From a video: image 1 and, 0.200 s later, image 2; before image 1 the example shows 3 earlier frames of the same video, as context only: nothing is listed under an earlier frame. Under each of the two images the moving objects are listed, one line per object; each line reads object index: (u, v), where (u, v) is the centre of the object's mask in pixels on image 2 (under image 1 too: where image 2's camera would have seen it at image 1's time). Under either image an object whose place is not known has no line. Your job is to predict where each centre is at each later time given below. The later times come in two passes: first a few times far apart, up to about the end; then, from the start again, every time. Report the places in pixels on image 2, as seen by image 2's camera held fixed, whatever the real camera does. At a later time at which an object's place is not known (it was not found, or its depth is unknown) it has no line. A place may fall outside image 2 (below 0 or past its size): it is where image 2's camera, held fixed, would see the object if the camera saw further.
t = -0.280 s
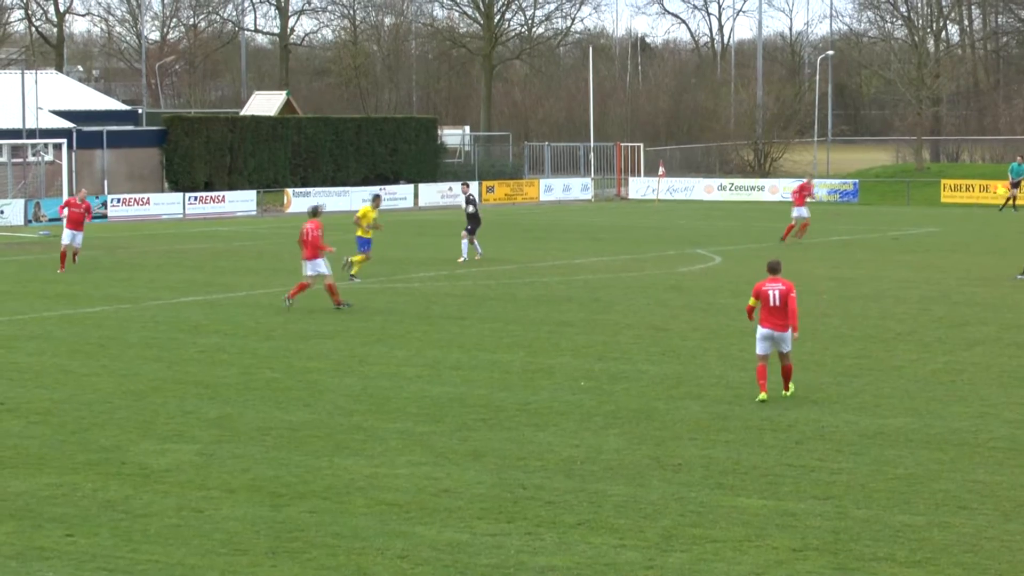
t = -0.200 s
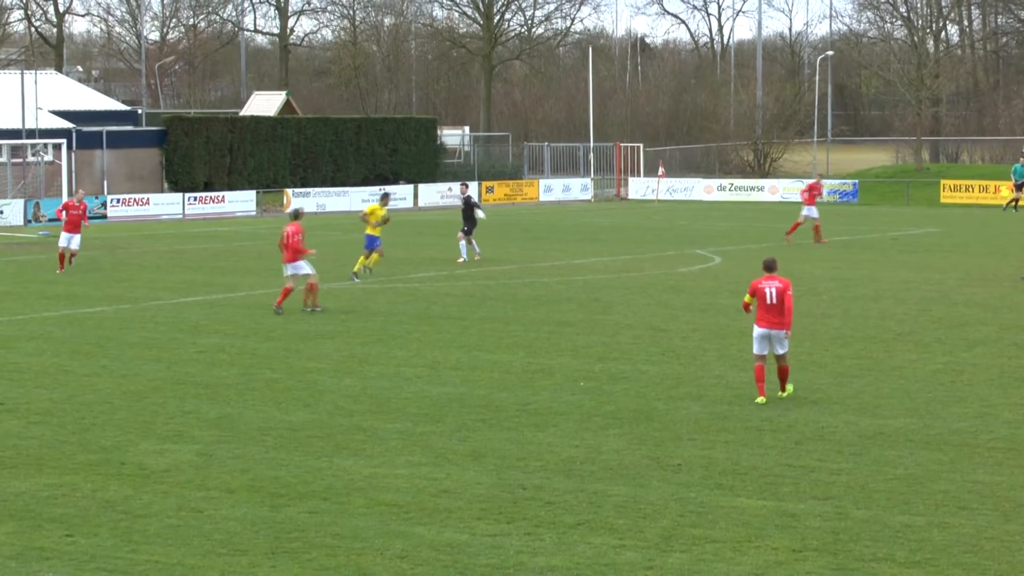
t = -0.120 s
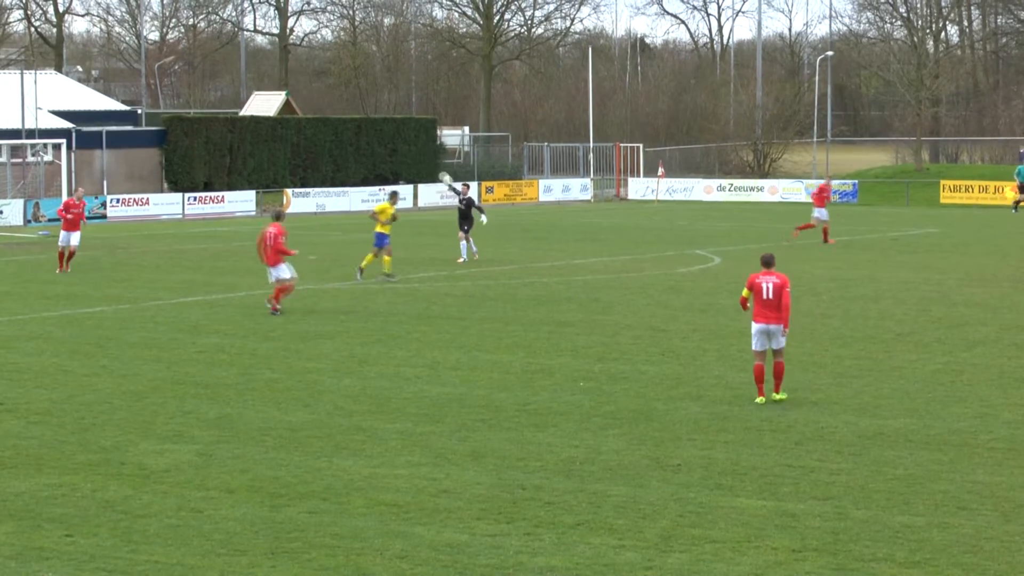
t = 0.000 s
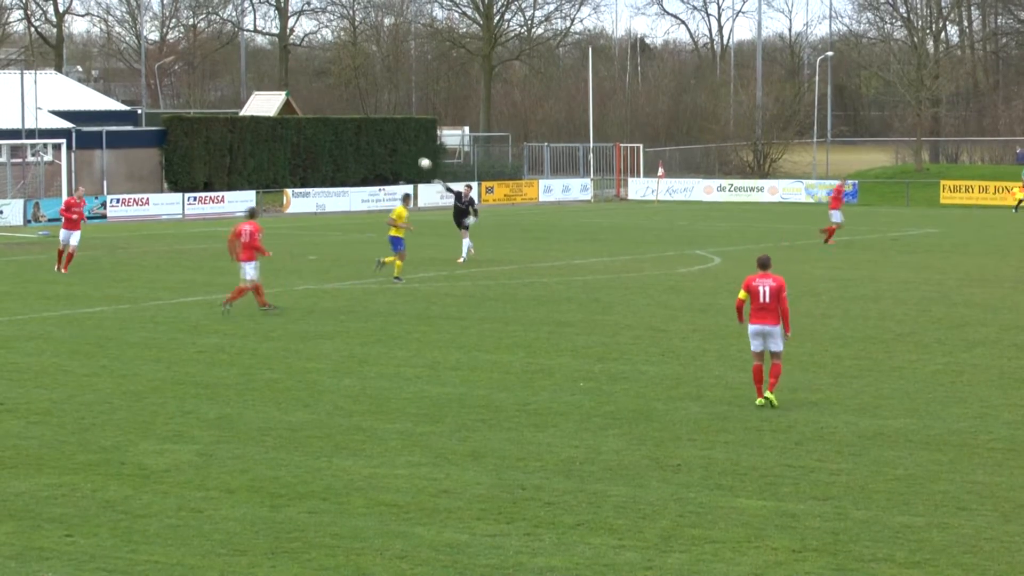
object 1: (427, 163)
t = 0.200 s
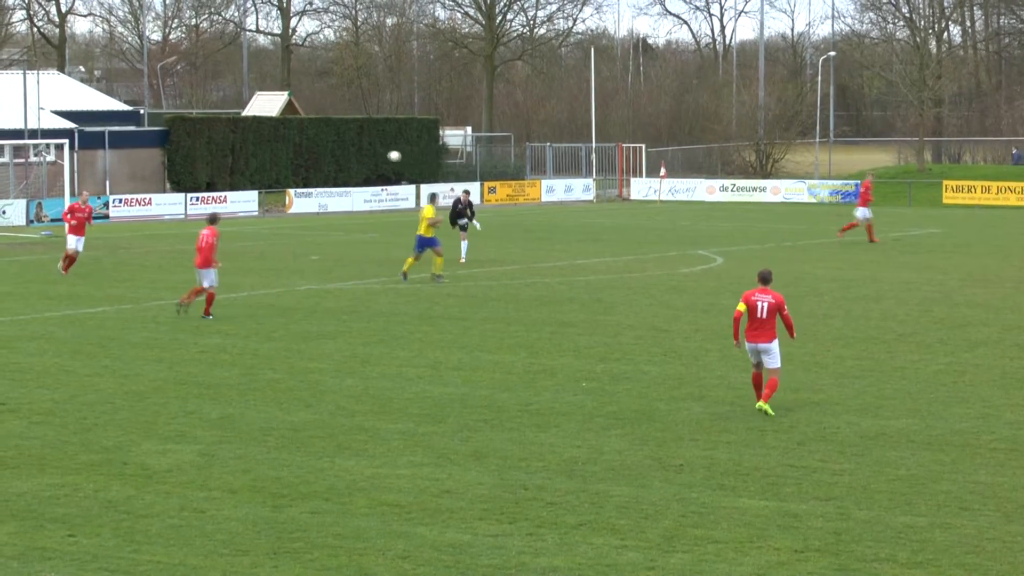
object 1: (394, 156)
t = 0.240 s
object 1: (387, 157)
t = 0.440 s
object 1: (351, 170)
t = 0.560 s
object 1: (328, 187)
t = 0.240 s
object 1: (387, 157)
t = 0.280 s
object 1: (380, 158)
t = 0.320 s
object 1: (373, 160)
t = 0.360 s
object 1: (366, 162)
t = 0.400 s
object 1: (358, 166)
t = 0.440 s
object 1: (351, 170)
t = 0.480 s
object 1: (343, 175)
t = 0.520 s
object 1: (335, 181)
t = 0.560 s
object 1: (328, 187)
